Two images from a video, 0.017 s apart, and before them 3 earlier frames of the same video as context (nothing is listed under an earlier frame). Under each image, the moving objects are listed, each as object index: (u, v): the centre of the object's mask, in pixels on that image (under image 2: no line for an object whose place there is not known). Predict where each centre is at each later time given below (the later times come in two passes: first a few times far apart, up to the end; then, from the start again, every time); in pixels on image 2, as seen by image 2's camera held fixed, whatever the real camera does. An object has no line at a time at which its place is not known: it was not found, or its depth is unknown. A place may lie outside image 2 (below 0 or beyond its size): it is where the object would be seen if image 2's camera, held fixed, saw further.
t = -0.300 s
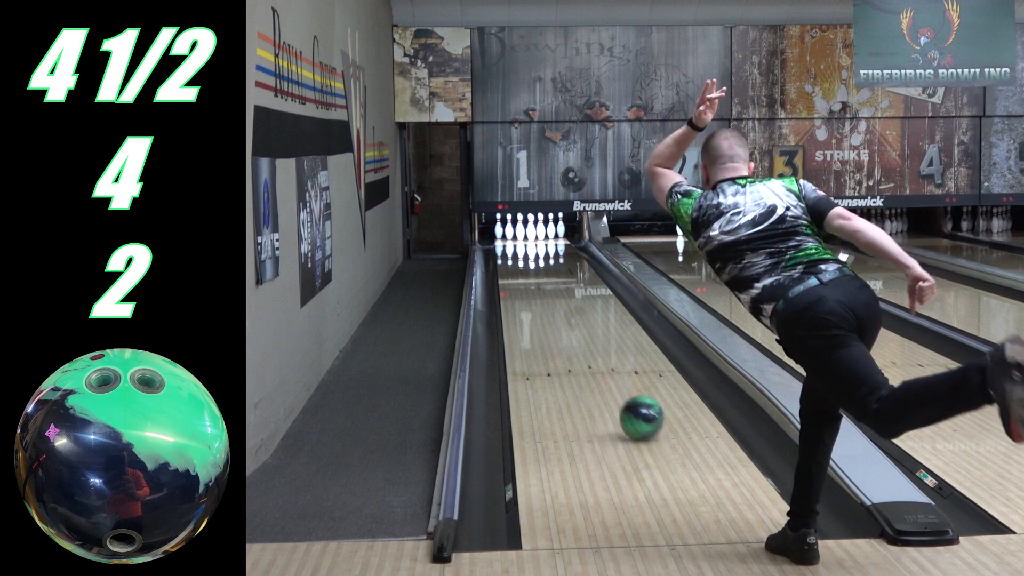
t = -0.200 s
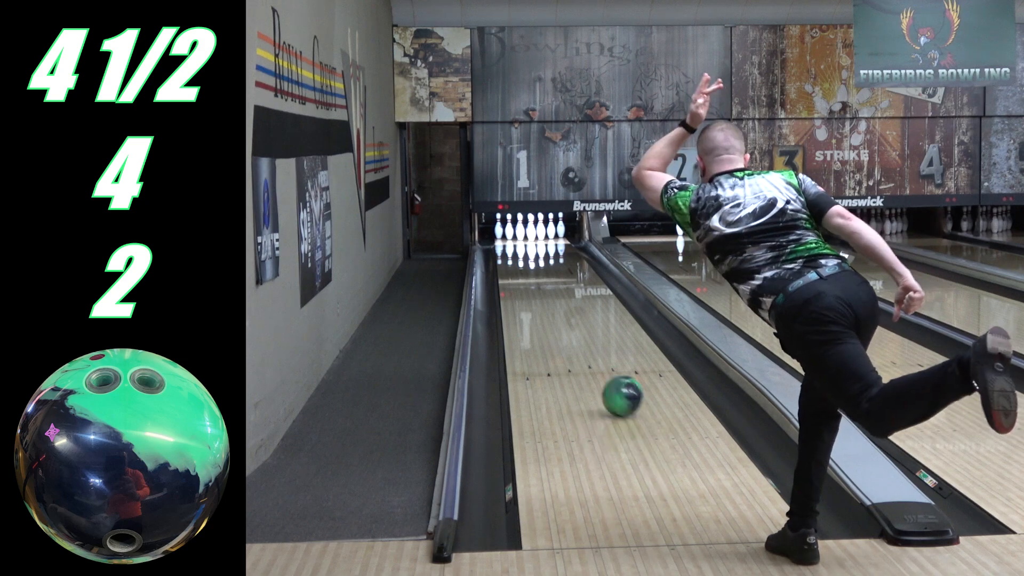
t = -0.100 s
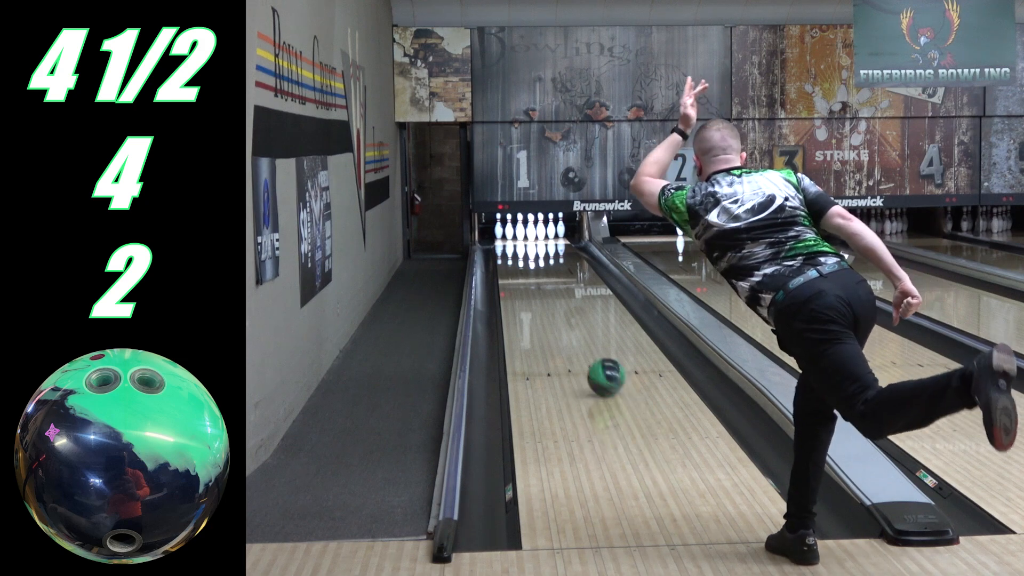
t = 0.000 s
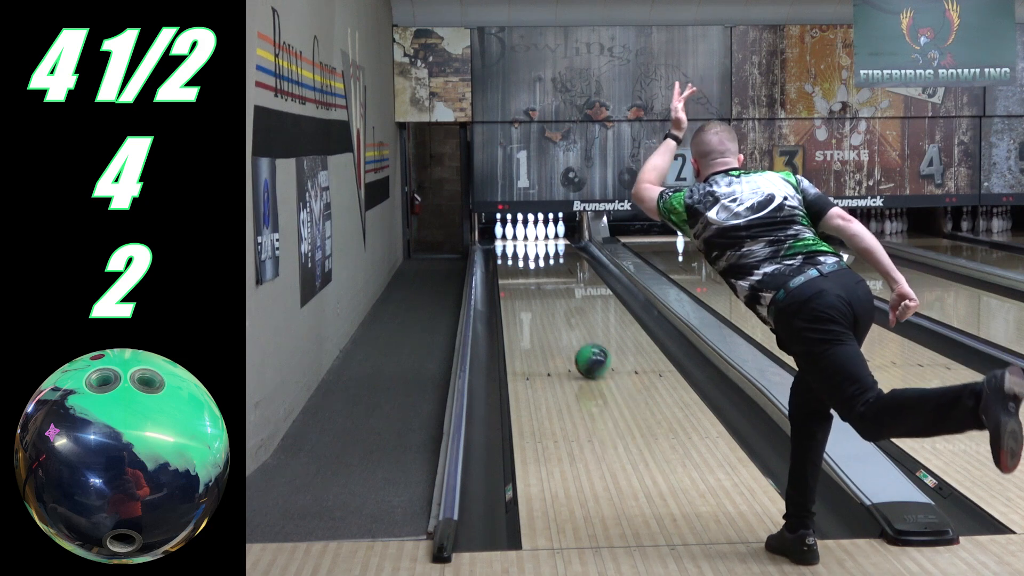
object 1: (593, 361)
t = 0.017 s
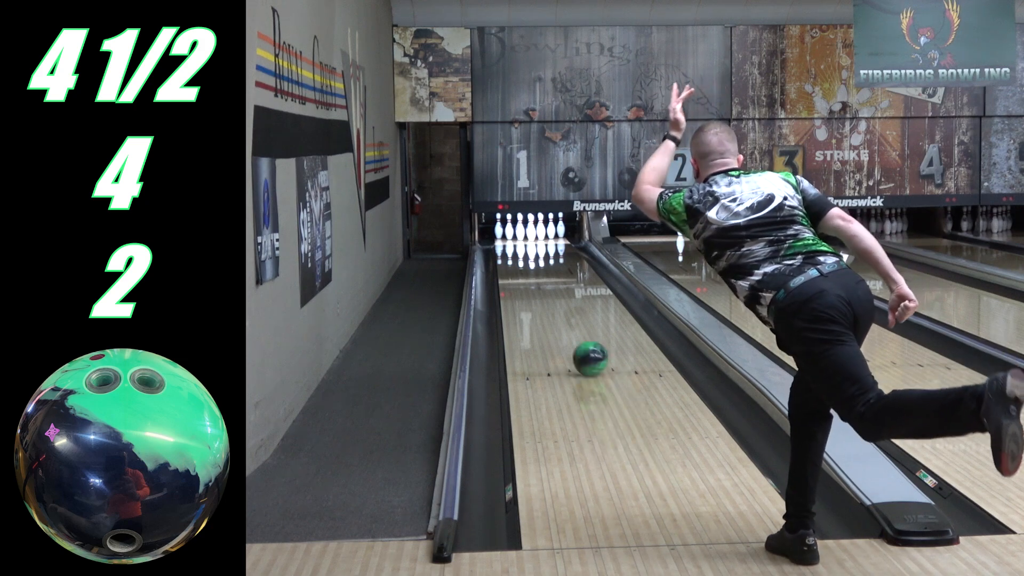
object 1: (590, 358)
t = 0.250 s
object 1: (566, 329)
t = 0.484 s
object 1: (547, 306)
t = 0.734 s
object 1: (533, 288)
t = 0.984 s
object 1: (522, 274)
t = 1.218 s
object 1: (515, 262)
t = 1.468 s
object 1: (510, 253)
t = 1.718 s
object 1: (513, 244)
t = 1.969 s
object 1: (521, 238)
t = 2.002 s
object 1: (522, 237)
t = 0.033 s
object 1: (588, 356)
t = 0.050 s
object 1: (586, 353)
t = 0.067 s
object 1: (584, 351)
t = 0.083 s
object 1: (583, 349)
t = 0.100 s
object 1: (581, 347)
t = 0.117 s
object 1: (579, 345)
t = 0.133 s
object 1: (577, 343)
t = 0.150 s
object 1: (575, 340)
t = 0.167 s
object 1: (574, 338)
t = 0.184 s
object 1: (572, 337)
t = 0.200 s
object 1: (570, 335)
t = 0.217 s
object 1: (569, 333)
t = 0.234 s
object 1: (567, 331)
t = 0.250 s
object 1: (566, 329)
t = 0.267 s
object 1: (565, 327)
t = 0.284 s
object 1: (563, 326)
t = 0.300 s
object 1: (561, 324)
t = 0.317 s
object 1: (560, 322)
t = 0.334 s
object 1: (559, 320)
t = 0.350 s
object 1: (557, 319)
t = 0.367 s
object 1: (556, 317)
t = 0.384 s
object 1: (554, 315)
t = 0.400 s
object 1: (553, 313)
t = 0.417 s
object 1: (552, 312)
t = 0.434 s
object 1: (551, 311)
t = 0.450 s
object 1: (550, 309)
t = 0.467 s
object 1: (549, 308)
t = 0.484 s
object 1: (547, 306)
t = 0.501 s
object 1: (547, 305)
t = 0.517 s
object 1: (545, 304)
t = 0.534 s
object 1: (544, 303)
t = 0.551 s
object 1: (543, 301)
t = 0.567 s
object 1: (542, 300)
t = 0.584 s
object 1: (541, 298)
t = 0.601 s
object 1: (540, 297)
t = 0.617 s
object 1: (540, 296)
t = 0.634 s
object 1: (538, 295)
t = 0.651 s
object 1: (538, 293)
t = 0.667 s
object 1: (537, 292)
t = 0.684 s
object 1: (536, 291)
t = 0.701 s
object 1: (535, 290)
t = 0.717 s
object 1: (534, 289)
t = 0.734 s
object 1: (533, 288)
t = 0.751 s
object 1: (532, 287)
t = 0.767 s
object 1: (531, 286)
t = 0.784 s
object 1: (531, 285)
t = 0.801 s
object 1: (530, 284)
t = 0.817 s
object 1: (529, 283)
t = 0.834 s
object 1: (529, 282)
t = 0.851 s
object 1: (528, 281)
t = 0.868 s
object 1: (527, 280)
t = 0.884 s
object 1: (526, 279)
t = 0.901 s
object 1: (525, 278)
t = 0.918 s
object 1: (525, 277)
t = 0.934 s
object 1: (524, 276)
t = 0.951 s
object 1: (523, 275)
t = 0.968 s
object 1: (523, 274)
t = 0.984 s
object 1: (522, 274)
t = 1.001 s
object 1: (522, 273)
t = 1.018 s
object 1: (521, 272)
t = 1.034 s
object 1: (521, 271)
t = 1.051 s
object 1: (520, 270)
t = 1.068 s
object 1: (520, 270)
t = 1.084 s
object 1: (519, 269)
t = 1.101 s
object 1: (518, 268)
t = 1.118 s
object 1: (517, 267)
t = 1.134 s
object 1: (517, 266)
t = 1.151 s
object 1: (517, 266)
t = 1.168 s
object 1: (516, 265)
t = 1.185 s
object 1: (516, 264)
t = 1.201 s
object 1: (515, 263)
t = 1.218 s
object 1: (515, 262)
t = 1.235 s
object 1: (515, 262)
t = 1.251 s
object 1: (514, 261)
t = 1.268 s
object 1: (514, 260)
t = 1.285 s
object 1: (513, 260)
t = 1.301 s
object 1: (513, 259)
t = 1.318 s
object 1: (512, 258)
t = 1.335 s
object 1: (512, 257)
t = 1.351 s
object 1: (512, 257)
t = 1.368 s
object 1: (511, 256)
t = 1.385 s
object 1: (511, 255)
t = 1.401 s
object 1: (511, 255)
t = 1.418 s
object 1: (511, 255)
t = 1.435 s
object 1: (511, 254)
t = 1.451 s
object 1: (510, 253)
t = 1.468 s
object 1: (510, 253)
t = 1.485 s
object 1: (510, 252)
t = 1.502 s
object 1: (511, 252)
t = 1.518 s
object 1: (511, 251)
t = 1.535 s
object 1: (510, 250)
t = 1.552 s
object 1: (510, 250)
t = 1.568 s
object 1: (511, 249)
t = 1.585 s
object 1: (511, 248)
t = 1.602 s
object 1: (511, 248)
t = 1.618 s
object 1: (511, 248)
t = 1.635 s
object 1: (511, 247)
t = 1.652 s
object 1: (511, 247)
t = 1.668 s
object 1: (512, 247)
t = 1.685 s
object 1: (512, 246)
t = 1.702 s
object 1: (512, 246)
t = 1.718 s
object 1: (513, 244)
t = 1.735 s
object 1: (513, 244)
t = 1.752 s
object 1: (514, 244)
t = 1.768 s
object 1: (514, 243)
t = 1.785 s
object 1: (515, 243)
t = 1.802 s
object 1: (515, 242)
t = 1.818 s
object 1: (515, 242)
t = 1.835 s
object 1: (516, 242)
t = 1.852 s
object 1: (517, 241)
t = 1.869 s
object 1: (517, 241)
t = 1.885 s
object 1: (518, 240)
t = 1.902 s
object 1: (519, 240)
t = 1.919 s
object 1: (519, 239)
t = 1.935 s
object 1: (520, 239)
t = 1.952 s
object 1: (520, 239)
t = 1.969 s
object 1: (521, 238)
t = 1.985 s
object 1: (521, 238)
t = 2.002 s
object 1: (522, 237)
